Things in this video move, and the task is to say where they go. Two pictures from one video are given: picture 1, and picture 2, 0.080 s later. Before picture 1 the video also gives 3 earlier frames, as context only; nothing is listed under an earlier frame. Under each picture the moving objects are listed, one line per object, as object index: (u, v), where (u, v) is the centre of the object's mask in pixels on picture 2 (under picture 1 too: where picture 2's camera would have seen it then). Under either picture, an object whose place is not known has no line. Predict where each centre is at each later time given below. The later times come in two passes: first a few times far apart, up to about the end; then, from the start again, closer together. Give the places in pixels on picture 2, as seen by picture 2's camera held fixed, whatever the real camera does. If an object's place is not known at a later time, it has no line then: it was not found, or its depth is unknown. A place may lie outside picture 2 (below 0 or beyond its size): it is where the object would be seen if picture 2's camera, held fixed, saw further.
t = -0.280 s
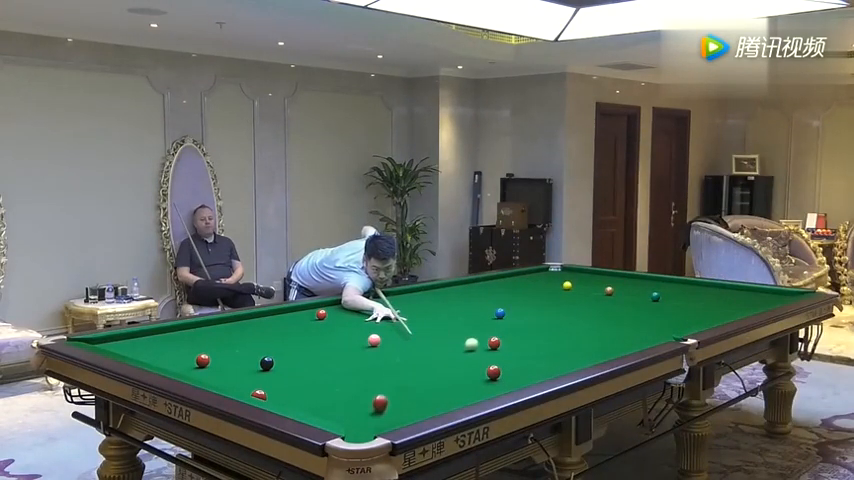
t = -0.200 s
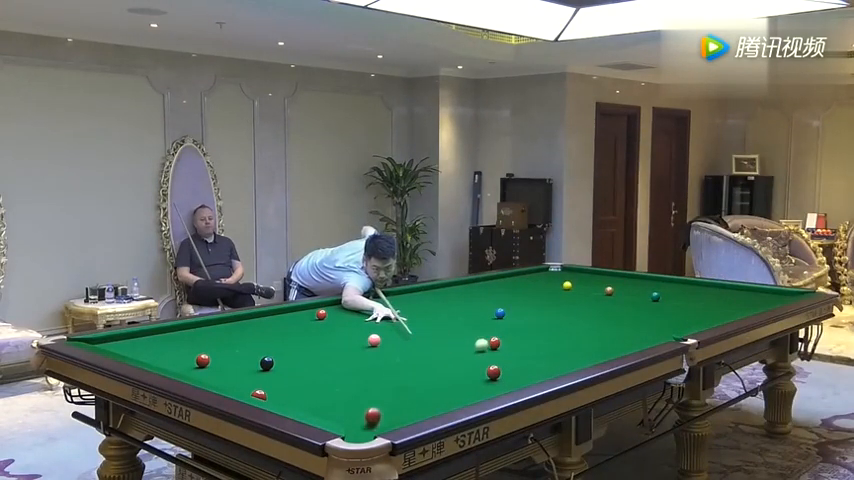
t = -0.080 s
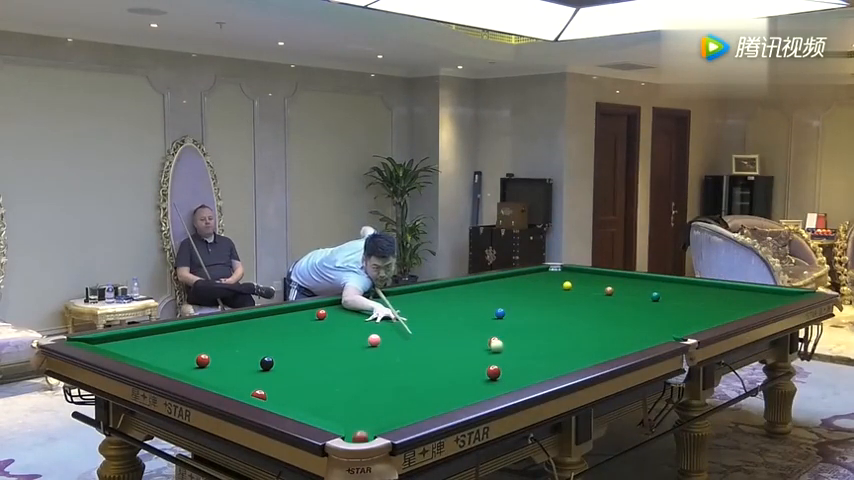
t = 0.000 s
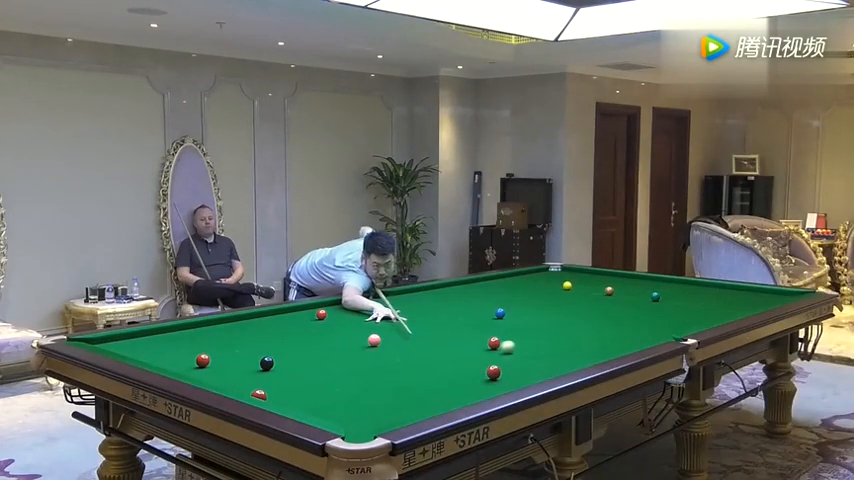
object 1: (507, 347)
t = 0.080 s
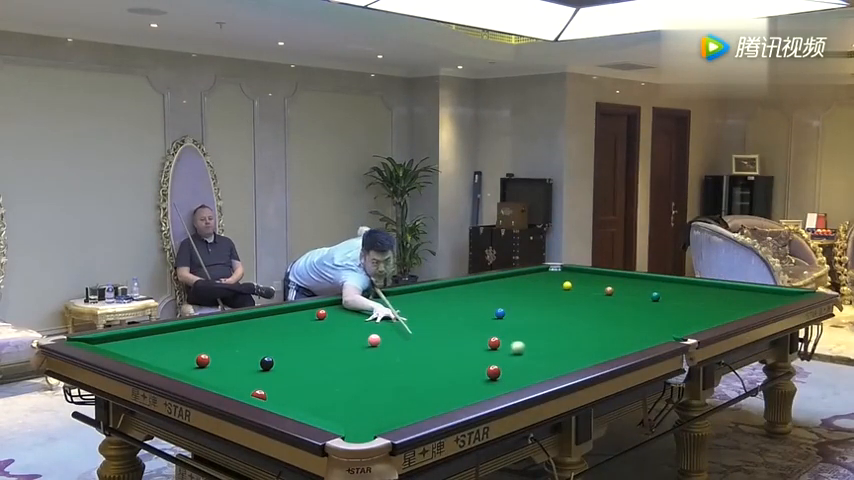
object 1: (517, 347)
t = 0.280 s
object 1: (540, 349)
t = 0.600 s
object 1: (579, 352)
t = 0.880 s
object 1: (605, 350)
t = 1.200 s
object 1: (598, 347)
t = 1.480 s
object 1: (592, 343)
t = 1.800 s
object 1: (587, 338)
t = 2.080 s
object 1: (583, 335)
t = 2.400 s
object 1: (579, 332)
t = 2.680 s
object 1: (576, 329)
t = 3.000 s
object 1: (573, 327)
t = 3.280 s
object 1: (571, 325)
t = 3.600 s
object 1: (569, 323)
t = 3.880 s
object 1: (568, 322)
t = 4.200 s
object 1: (567, 322)
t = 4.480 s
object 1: (567, 321)
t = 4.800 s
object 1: (566, 320)
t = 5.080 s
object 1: (566, 320)
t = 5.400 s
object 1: (566, 320)
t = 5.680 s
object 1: (566, 320)
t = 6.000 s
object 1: (566, 321)
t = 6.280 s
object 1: (566, 321)
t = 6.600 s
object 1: (566, 321)
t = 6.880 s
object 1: (566, 321)
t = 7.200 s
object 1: (566, 320)
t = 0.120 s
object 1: (522, 348)
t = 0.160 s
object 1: (526, 348)
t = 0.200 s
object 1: (530, 349)
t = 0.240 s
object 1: (535, 349)
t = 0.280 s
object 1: (540, 349)
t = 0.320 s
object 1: (545, 349)
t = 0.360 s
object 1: (550, 350)
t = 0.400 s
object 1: (555, 350)
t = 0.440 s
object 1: (560, 350)
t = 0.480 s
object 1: (564, 351)
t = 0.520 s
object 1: (569, 351)
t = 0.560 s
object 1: (574, 351)
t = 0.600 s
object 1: (579, 352)
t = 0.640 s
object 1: (583, 352)
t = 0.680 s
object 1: (588, 352)
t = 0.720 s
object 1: (592, 351)
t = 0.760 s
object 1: (597, 351)
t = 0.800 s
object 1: (602, 351)
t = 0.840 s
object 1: (606, 351)
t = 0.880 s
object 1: (605, 350)
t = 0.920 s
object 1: (604, 350)
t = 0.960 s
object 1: (603, 349)
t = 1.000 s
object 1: (602, 349)
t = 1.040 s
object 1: (601, 349)
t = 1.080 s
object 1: (600, 349)
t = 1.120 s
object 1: (600, 348)
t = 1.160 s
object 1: (599, 347)
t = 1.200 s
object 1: (598, 347)
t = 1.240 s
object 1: (597, 346)
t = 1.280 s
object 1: (596, 346)
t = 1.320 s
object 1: (596, 345)
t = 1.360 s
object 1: (595, 345)
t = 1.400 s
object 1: (594, 344)
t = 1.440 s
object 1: (593, 343)
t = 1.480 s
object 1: (592, 343)
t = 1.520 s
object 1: (591, 342)
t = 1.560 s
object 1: (591, 342)
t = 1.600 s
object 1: (590, 341)
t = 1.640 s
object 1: (590, 340)
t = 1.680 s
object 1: (589, 340)
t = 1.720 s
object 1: (588, 340)
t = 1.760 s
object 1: (588, 339)
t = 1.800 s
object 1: (587, 338)
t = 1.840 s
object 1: (586, 338)
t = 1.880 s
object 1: (585, 338)
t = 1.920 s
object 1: (585, 337)
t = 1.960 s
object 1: (584, 336)
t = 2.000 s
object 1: (584, 336)
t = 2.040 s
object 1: (583, 335)
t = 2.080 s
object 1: (583, 335)
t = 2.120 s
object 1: (582, 334)
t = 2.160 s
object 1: (582, 334)
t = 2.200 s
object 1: (581, 334)
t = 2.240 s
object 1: (581, 334)
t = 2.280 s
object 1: (580, 333)
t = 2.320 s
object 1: (580, 332)
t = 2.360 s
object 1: (579, 332)
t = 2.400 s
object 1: (579, 332)
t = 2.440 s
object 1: (578, 331)
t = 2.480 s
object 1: (578, 331)
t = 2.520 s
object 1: (578, 331)
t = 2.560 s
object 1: (577, 330)
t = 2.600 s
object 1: (577, 330)
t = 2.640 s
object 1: (576, 330)
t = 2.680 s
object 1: (576, 329)
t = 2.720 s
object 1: (575, 329)
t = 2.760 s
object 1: (575, 329)
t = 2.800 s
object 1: (574, 328)
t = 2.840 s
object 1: (574, 328)
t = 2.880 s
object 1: (574, 328)
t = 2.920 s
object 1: (574, 328)
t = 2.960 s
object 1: (573, 327)
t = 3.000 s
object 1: (573, 327)
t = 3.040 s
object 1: (572, 327)
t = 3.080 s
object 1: (572, 326)
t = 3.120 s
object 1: (572, 326)
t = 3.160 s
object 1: (572, 326)
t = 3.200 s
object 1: (571, 326)
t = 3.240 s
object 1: (571, 325)
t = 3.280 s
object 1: (571, 325)
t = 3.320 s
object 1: (571, 325)
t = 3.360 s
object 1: (571, 325)
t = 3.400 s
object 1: (570, 324)
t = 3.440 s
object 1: (570, 324)
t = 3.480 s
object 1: (570, 324)
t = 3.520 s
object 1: (570, 324)
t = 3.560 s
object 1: (569, 324)
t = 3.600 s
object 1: (569, 323)
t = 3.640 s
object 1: (569, 323)
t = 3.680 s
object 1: (569, 323)
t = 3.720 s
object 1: (569, 323)
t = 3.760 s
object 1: (569, 323)
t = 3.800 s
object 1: (568, 323)
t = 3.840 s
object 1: (568, 323)
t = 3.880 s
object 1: (568, 322)
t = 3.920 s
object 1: (568, 322)
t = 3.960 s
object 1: (568, 322)
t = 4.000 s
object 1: (568, 322)
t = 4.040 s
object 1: (568, 322)
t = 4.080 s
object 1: (567, 322)
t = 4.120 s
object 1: (567, 322)
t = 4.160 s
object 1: (567, 321)
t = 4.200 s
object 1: (567, 322)
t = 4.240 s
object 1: (567, 321)
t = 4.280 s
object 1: (567, 321)
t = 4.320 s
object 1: (567, 321)
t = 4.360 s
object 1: (567, 321)
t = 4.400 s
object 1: (567, 321)
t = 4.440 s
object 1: (567, 321)
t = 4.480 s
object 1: (567, 321)
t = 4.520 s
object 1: (566, 321)
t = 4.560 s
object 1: (564, 319)
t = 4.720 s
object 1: (566, 320)
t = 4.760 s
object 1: (566, 320)
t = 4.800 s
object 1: (566, 320)
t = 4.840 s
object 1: (566, 320)
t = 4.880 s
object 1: (566, 320)
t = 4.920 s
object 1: (566, 320)
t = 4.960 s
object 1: (566, 320)
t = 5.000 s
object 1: (566, 320)
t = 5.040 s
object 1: (566, 320)
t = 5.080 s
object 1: (566, 320)
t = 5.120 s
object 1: (566, 320)
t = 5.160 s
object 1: (566, 320)
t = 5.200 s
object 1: (566, 320)
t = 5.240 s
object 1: (566, 320)
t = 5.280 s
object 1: (566, 320)
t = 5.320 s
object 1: (566, 320)
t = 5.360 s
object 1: (566, 320)
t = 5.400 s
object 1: (566, 320)
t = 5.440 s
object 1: (566, 320)
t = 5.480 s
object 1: (566, 321)
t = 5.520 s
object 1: (566, 321)
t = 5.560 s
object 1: (566, 321)
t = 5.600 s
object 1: (566, 321)
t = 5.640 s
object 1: (566, 320)
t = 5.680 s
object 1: (566, 320)
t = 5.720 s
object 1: (566, 321)
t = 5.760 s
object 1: (566, 321)
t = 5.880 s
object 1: (566, 321)
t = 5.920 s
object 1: (566, 321)
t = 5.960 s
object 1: (566, 321)
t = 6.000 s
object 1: (566, 321)
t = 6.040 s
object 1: (566, 321)
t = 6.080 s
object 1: (566, 321)
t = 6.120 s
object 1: (566, 321)
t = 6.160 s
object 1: (566, 321)
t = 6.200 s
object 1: (566, 321)
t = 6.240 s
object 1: (566, 321)
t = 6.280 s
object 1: (566, 321)
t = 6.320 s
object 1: (566, 321)
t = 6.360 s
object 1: (566, 321)
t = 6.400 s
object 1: (566, 321)
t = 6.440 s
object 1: (566, 321)
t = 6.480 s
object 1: (566, 321)
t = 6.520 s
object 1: (566, 321)
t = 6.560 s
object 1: (566, 321)
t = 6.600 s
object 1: (566, 321)
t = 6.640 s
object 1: (566, 321)
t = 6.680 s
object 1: (566, 321)
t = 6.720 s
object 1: (566, 321)
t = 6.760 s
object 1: (566, 321)
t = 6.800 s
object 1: (566, 321)
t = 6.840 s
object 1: (566, 321)
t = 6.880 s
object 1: (566, 321)
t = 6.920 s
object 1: (566, 321)
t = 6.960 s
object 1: (566, 320)
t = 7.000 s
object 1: (566, 320)
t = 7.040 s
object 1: (566, 320)
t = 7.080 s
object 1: (566, 321)
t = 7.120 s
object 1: (566, 320)
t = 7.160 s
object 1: (566, 320)
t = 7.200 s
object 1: (566, 320)
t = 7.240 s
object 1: (566, 321)
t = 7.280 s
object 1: (566, 321)
